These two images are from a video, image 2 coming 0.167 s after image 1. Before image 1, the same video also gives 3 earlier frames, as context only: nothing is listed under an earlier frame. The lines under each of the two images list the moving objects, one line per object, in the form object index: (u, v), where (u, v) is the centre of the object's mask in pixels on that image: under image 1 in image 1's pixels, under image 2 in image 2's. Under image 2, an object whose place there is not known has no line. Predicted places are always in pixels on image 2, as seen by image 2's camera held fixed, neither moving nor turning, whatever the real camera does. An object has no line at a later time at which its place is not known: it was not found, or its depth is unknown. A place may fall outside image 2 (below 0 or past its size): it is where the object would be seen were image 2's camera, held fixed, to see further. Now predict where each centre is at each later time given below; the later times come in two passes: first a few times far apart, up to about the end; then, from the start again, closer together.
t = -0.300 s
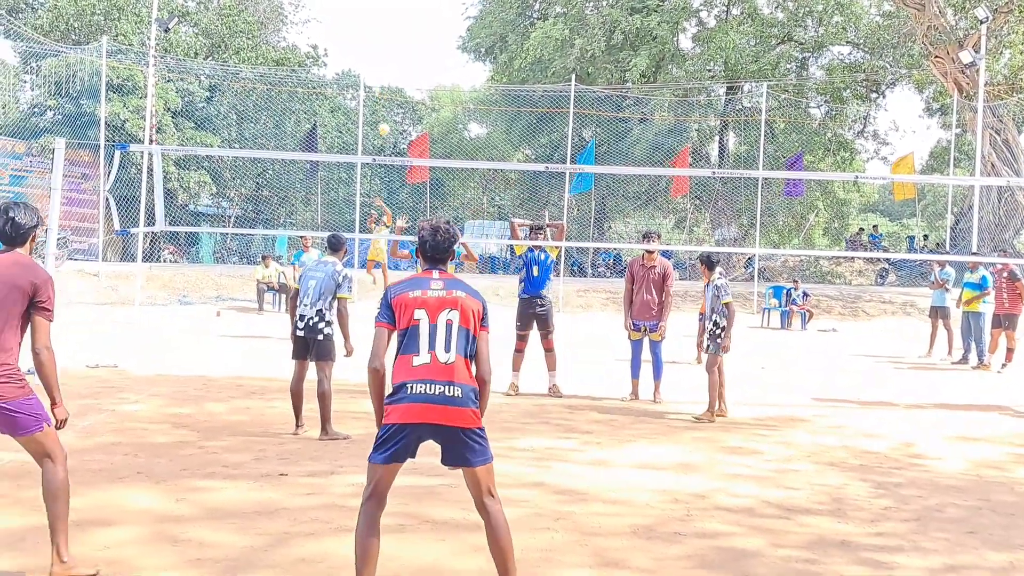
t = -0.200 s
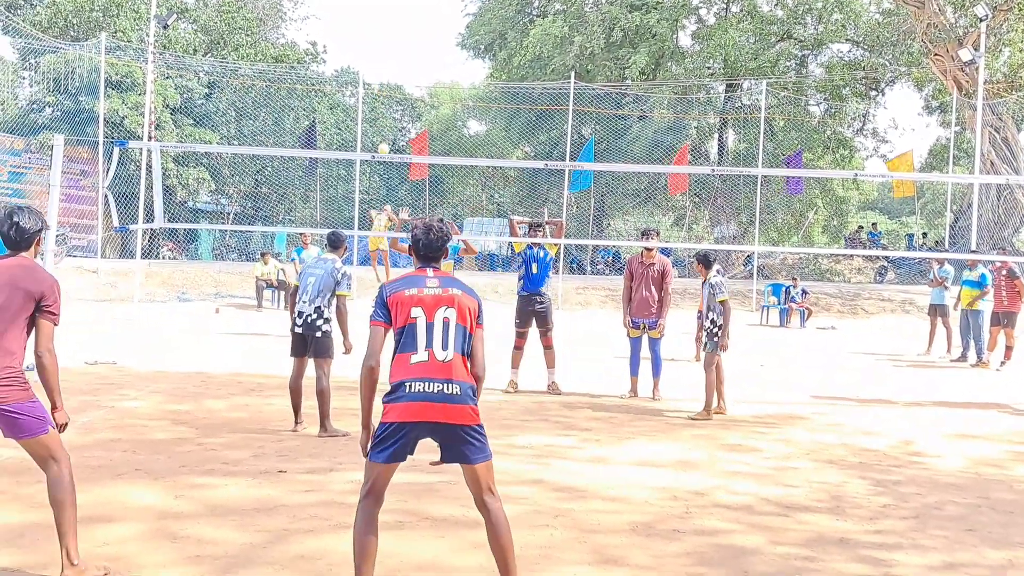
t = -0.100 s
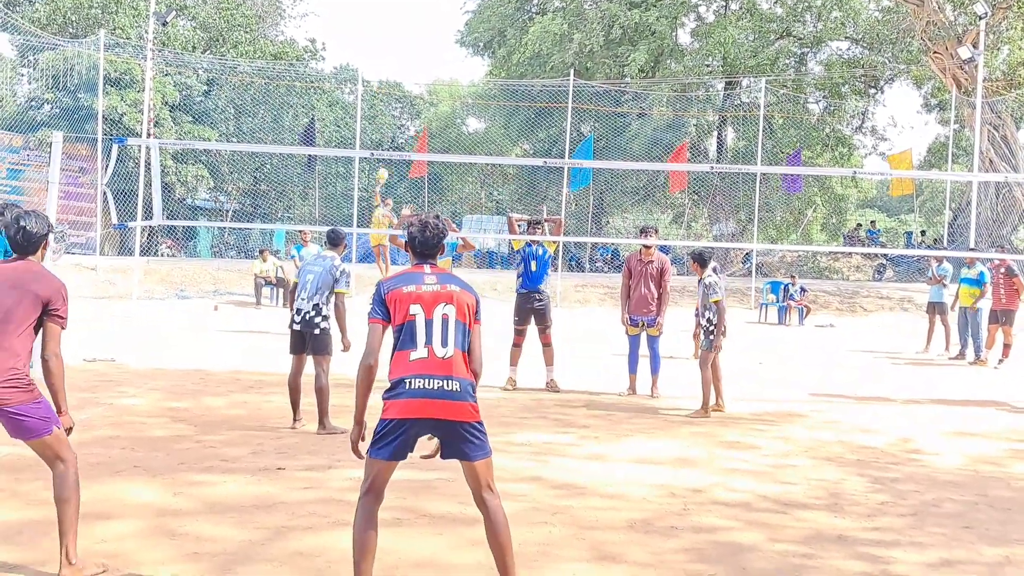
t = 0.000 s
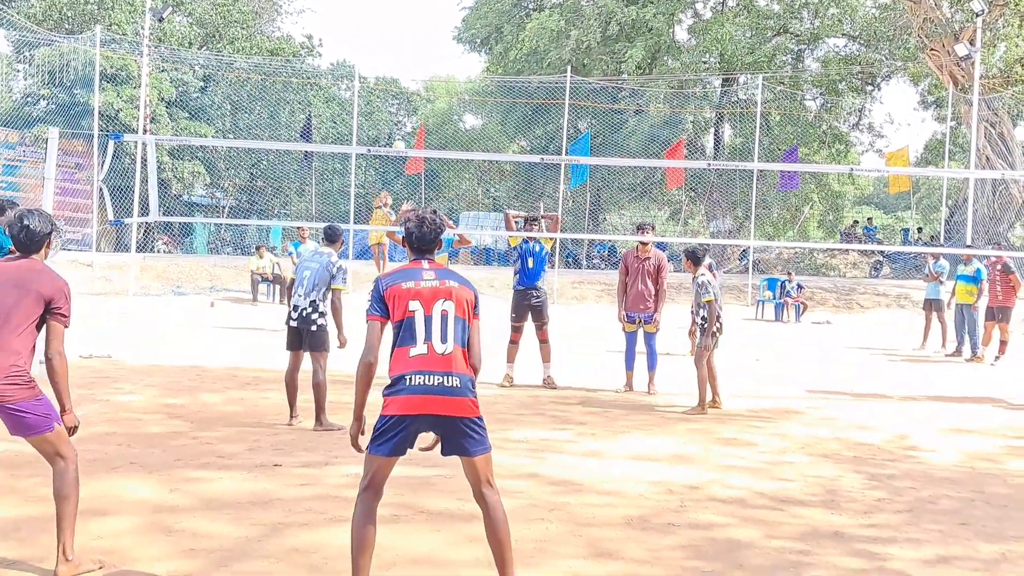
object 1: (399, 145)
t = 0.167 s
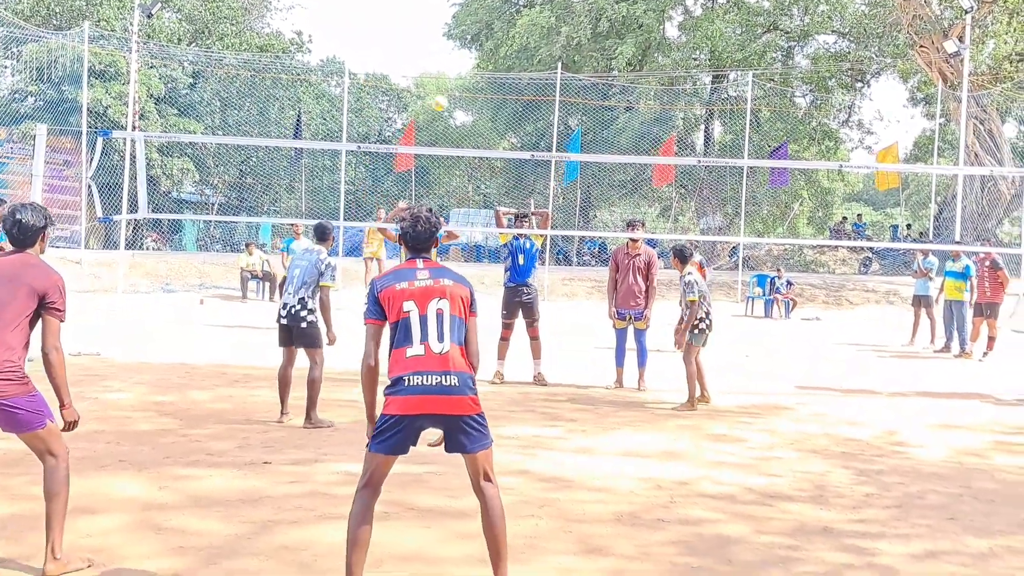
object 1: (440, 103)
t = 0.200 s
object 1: (451, 98)
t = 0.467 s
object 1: (579, 102)
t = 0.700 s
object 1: (795, 241)
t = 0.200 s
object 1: (451, 98)
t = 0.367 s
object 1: (522, 89)
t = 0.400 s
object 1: (539, 91)
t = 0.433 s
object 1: (559, 96)
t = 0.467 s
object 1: (579, 102)
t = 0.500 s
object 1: (602, 112)
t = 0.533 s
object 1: (626, 123)
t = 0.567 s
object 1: (653, 138)
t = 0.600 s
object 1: (684, 157)
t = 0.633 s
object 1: (717, 180)
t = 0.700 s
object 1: (795, 241)
